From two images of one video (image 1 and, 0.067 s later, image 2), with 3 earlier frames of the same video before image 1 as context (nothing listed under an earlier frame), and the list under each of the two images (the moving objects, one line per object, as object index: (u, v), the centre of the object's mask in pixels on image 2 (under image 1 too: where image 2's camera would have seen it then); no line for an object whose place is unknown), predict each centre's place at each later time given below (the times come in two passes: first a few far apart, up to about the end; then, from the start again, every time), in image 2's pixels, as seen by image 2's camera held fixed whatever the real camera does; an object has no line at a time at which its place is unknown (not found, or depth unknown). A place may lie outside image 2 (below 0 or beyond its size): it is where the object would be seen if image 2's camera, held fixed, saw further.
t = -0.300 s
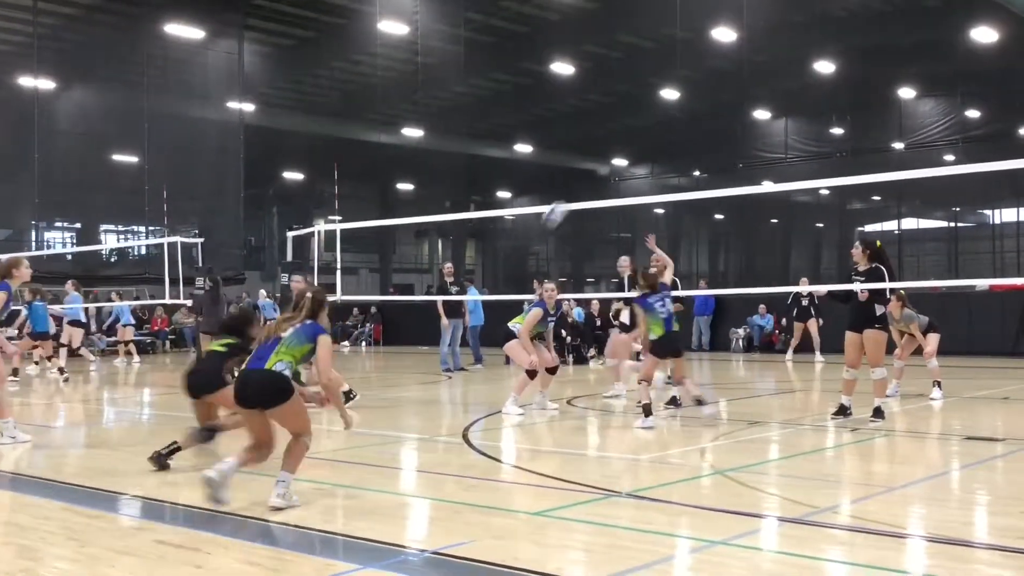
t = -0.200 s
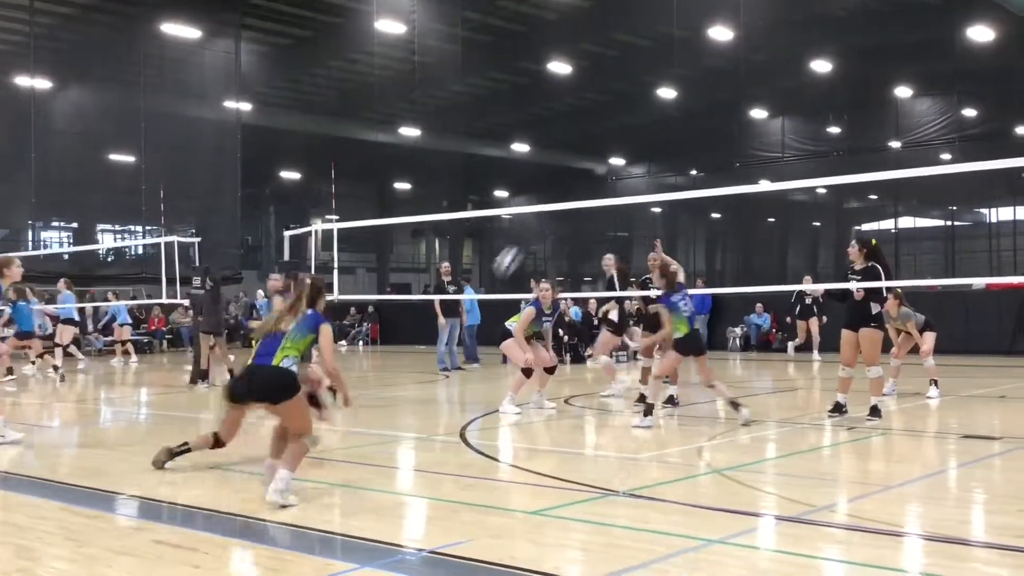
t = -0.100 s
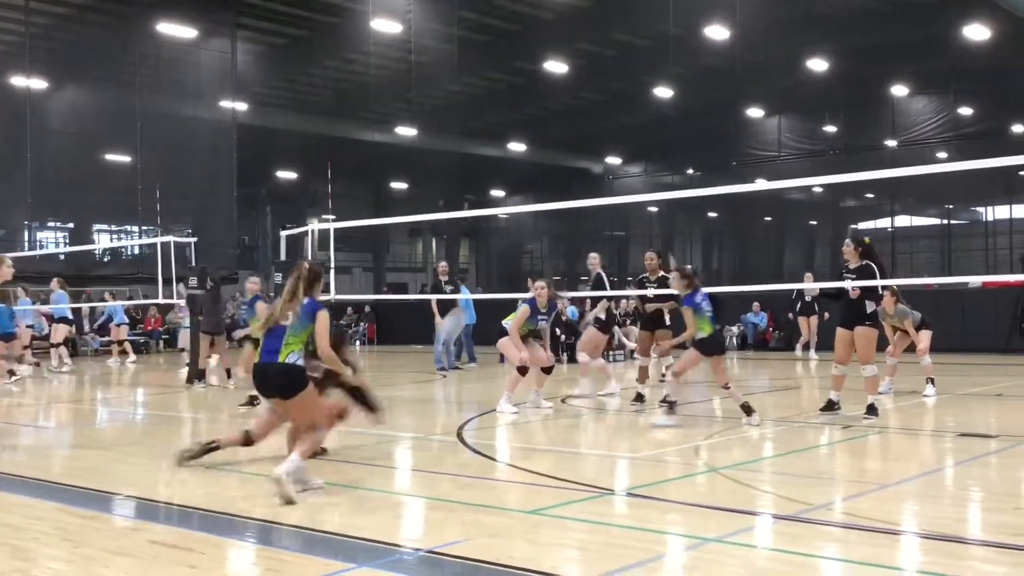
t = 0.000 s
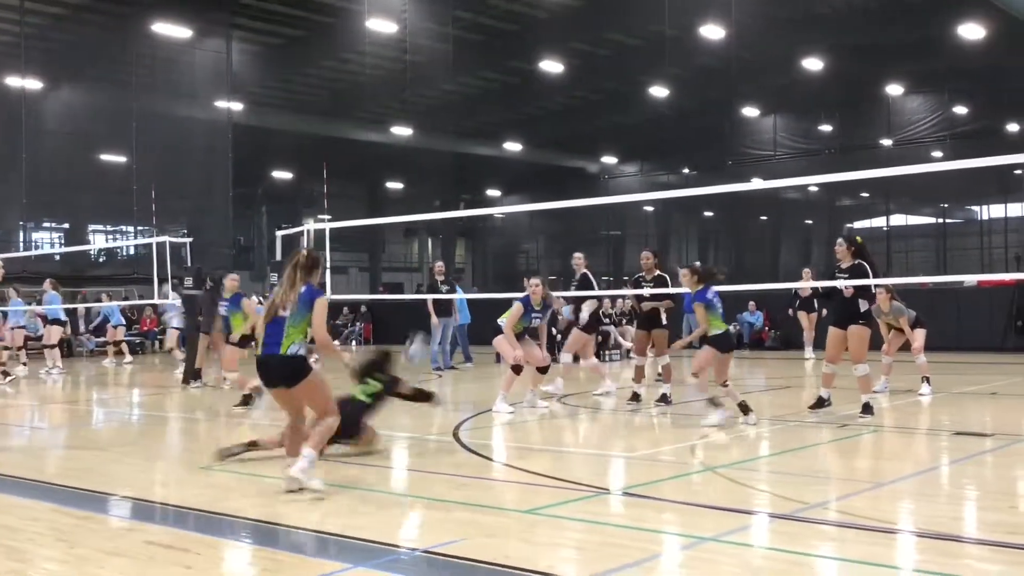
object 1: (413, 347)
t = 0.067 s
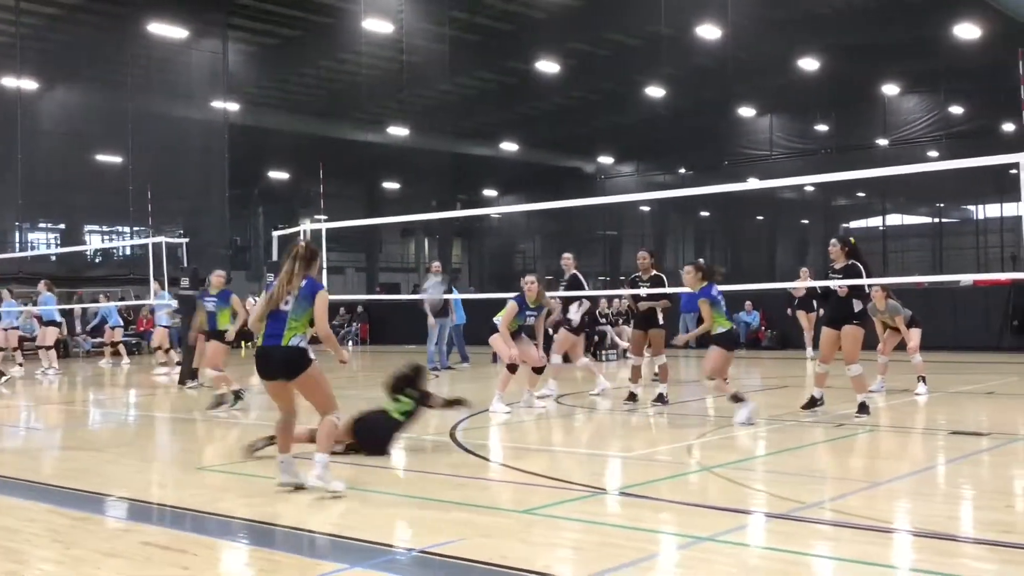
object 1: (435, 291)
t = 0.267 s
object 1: (489, 141)
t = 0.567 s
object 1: (561, 16)
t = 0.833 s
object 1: (621, -11)
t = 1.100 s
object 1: (678, 36)
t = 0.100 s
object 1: (443, 263)
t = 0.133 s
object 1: (452, 236)
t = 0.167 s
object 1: (463, 210)
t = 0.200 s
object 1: (471, 186)
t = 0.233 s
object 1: (480, 164)
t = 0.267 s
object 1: (489, 141)
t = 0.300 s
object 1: (497, 122)
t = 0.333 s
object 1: (506, 104)
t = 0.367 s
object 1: (514, 89)
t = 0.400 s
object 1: (522, 72)
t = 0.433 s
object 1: (529, 58)
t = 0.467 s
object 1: (538, 46)
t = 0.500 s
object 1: (546, 34)
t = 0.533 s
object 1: (554, 25)
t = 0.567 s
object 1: (561, 16)
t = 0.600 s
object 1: (569, 8)
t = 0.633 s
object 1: (577, 2)
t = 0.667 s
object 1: (584, -3)
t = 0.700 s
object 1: (591, -6)
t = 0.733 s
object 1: (599, -8)
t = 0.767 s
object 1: (606, -10)
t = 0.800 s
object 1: (613, -11)
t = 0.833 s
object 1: (621, -11)
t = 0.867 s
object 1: (628, -10)
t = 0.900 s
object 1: (635, -7)
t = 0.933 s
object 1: (642, -2)
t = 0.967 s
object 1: (649, 4)
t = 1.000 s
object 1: (656, 10)
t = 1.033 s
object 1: (664, 18)
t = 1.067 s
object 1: (671, 26)
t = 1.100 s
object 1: (678, 36)
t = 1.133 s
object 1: (685, 47)
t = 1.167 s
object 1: (692, 60)
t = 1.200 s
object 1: (698, 72)
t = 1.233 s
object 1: (706, 87)
